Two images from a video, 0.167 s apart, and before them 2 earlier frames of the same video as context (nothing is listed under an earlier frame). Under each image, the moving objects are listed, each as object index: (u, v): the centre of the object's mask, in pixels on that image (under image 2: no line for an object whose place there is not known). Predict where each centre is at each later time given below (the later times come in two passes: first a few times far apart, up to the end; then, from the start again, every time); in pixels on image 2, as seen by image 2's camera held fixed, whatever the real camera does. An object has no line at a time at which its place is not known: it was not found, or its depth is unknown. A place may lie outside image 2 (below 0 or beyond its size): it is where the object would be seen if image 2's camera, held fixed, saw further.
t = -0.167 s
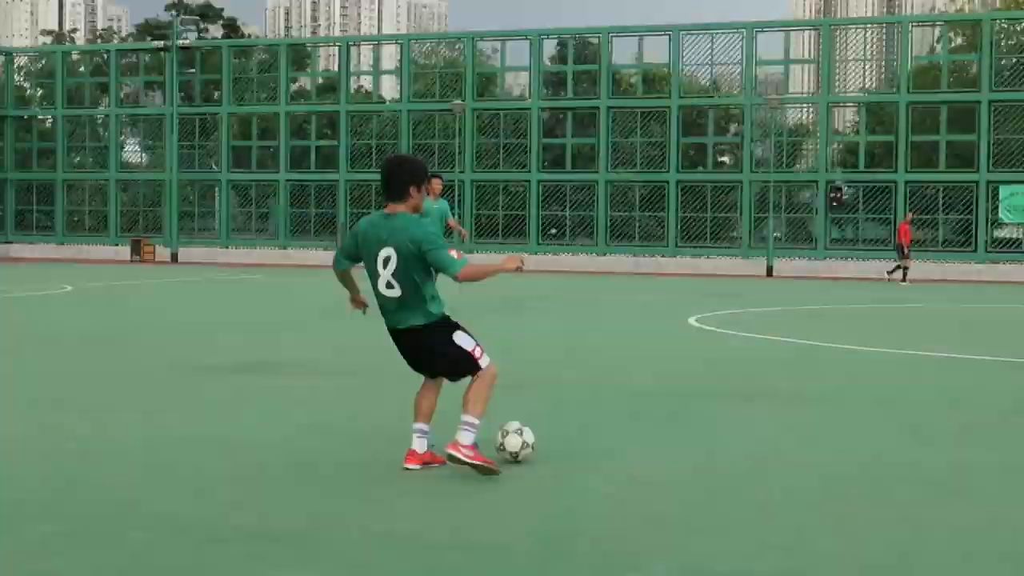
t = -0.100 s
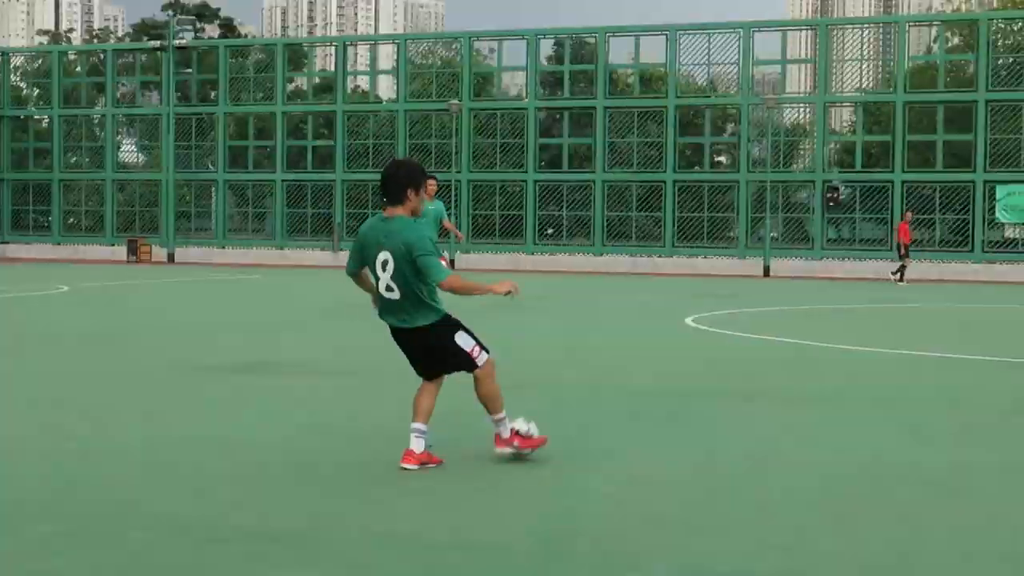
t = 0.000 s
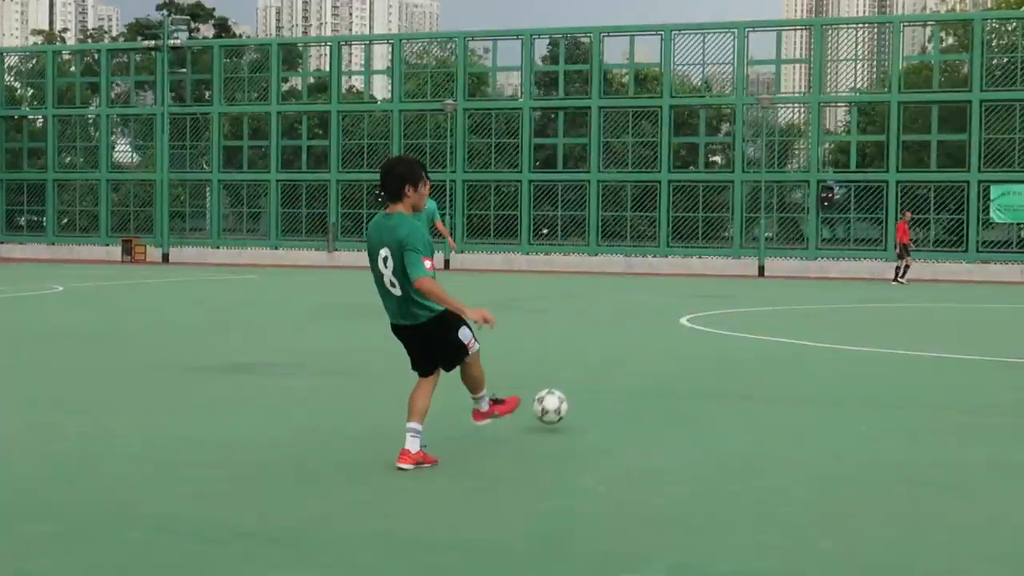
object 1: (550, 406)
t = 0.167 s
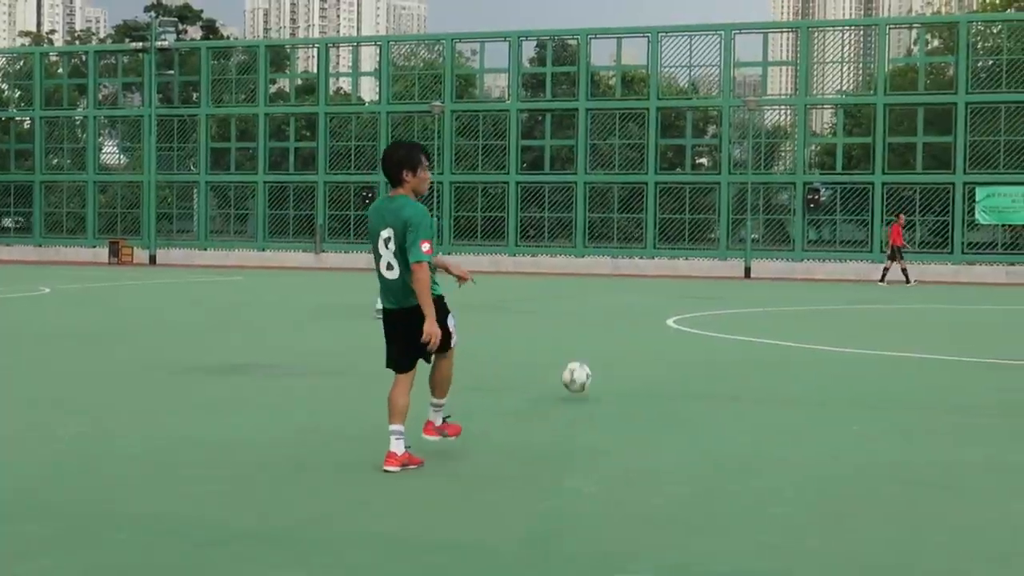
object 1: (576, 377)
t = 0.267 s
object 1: (592, 366)
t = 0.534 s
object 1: (615, 348)
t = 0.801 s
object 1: (631, 335)
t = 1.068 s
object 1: (645, 322)
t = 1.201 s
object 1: (650, 315)
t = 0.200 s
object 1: (583, 371)
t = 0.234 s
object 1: (588, 368)
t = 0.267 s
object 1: (592, 366)
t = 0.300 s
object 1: (596, 367)
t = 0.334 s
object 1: (599, 365)
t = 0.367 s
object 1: (603, 358)
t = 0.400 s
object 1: (605, 353)
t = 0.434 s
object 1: (607, 350)
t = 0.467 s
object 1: (609, 347)
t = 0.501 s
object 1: (613, 348)
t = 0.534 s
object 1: (615, 348)
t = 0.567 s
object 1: (617, 349)
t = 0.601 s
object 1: (620, 343)
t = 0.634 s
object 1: (621, 339)
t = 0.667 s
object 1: (624, 336)
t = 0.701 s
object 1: (626, 335)
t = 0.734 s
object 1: (628, 334)
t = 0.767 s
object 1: (629, 335)
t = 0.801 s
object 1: (631, 335)
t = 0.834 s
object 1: (634, 329)
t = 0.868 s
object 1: (635, 325)
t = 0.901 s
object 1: (637, 323)
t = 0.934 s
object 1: (639, 321)
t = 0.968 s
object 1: (640, 320)
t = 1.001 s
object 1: (642, 321)
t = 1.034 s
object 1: (643, 323)
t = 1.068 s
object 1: (645, 322)
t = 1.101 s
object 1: (646, 319)
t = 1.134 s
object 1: (648, 316)
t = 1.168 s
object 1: (649, 315)
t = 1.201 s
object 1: (650, 315)
